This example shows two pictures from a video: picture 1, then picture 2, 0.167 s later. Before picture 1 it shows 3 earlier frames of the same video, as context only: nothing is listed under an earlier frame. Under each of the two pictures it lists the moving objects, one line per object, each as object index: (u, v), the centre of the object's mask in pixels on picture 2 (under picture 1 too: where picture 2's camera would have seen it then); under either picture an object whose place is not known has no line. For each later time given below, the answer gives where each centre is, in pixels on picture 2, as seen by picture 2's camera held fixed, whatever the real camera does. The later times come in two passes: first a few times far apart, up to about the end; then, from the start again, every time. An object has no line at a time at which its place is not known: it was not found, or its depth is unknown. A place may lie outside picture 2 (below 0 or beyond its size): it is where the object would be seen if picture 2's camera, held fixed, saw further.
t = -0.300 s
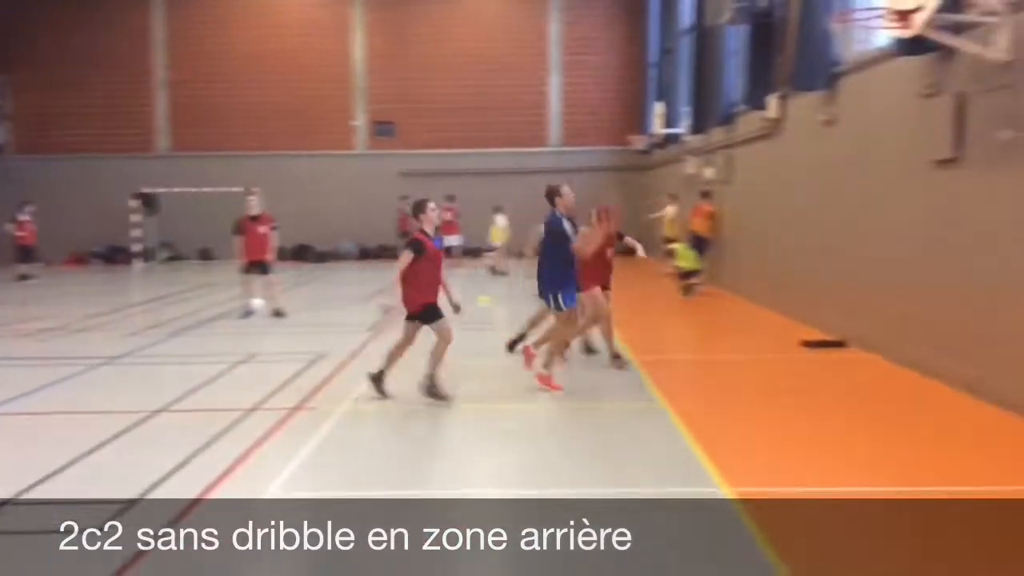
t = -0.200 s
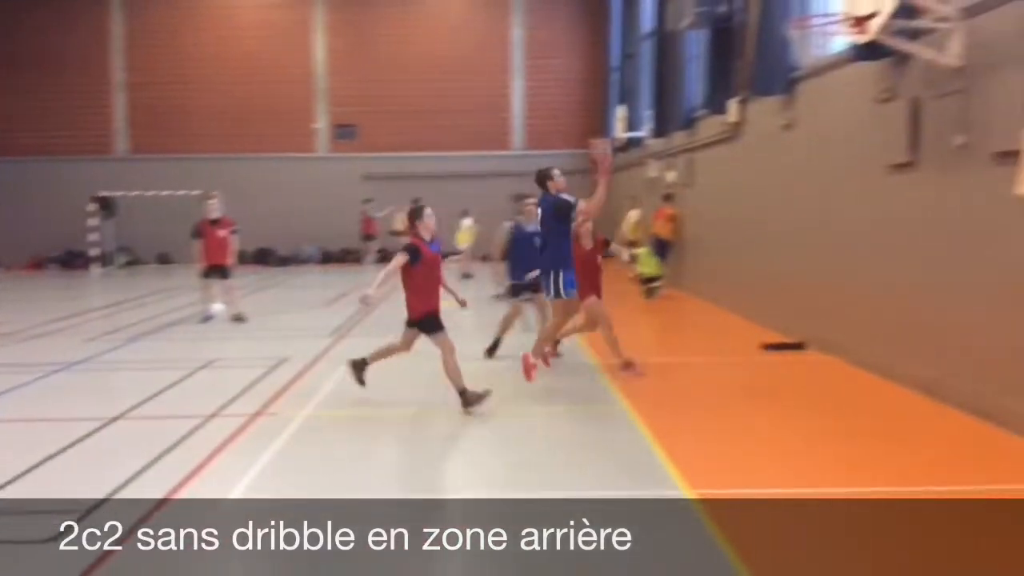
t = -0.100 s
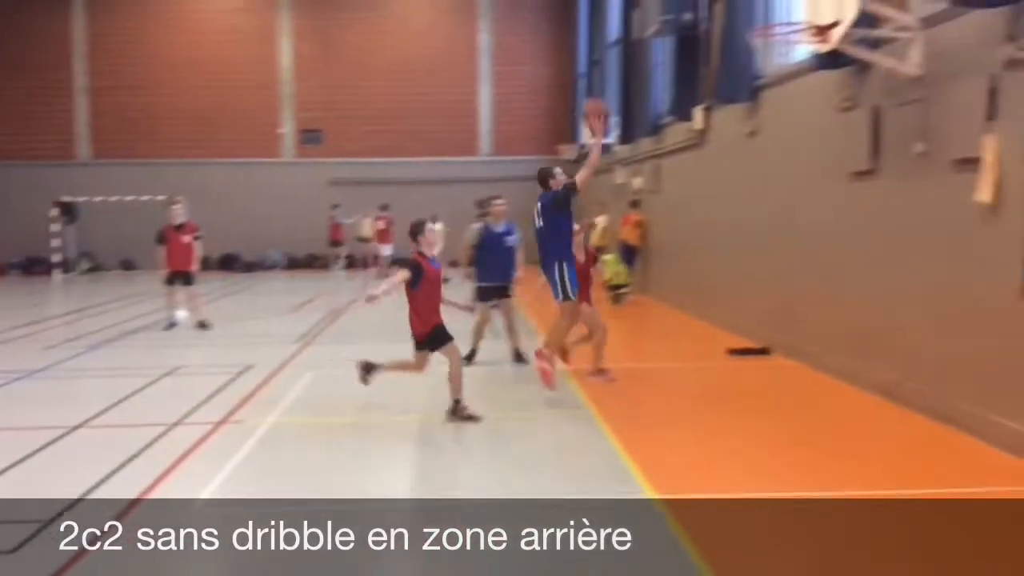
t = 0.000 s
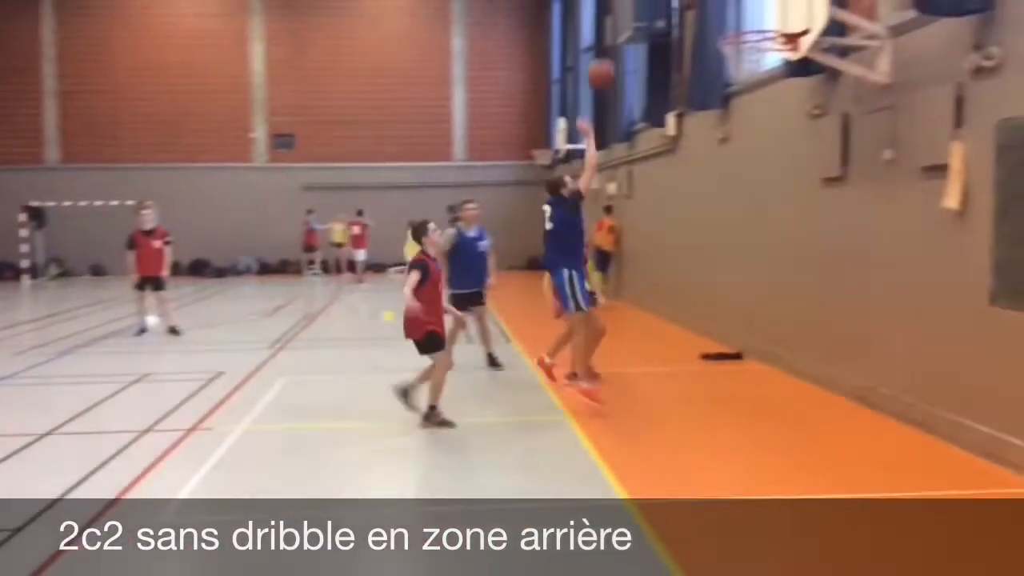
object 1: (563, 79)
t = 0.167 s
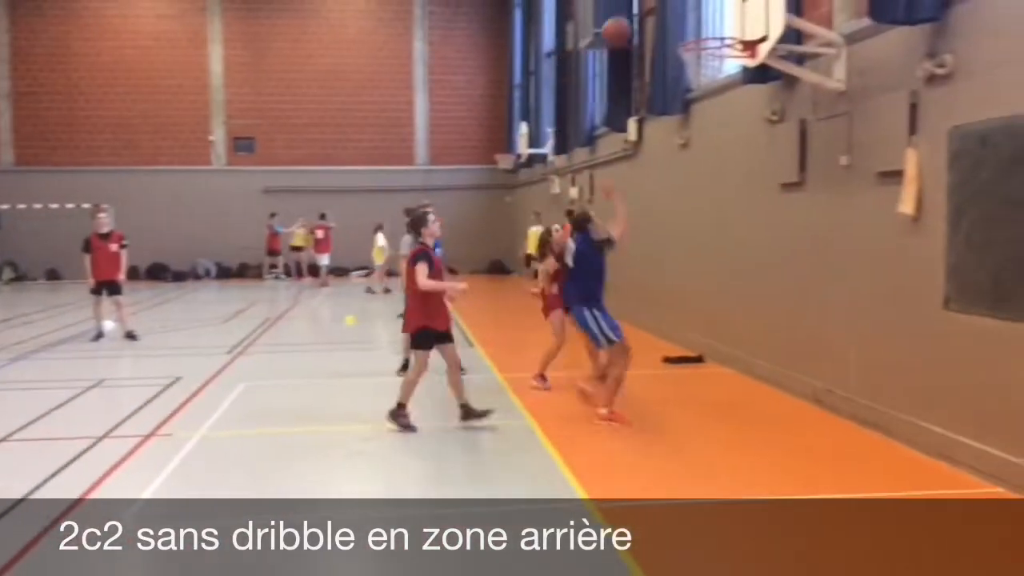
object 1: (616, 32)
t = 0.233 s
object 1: (638, 22)
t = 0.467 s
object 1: (713, 31)
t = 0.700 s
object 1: (708, 34)
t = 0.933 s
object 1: (701, 37)
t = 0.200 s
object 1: (627, 26)
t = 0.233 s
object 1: (638, 22)
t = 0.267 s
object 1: (650, 19)
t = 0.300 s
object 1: (660, 17)
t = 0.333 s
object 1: (668, 17)
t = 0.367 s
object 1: (680, 19)
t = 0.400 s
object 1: (690, 21)
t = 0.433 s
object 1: (702, 25)
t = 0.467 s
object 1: (713, 31)
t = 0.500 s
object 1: (721, 36)
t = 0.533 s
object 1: (713, 37)
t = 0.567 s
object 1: (702, 37)
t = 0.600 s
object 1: (693, 40)
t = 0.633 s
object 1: (697, 37)
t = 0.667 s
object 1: (703, 35)
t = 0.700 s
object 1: (708, 34)
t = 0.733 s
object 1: (714, 34)
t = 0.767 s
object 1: (720, 35)
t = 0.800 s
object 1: (718, 34)
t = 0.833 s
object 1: (713, 32)
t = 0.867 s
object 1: (710, 32)
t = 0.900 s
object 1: (706, 35)
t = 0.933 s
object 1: (701, 37)
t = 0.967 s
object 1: (698, 42)
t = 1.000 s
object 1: (697, 46)
